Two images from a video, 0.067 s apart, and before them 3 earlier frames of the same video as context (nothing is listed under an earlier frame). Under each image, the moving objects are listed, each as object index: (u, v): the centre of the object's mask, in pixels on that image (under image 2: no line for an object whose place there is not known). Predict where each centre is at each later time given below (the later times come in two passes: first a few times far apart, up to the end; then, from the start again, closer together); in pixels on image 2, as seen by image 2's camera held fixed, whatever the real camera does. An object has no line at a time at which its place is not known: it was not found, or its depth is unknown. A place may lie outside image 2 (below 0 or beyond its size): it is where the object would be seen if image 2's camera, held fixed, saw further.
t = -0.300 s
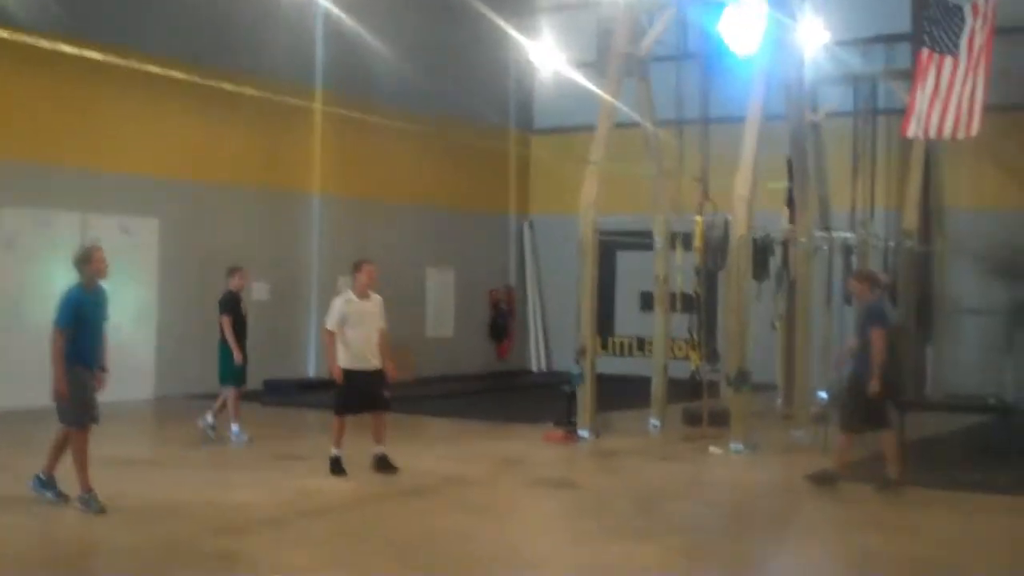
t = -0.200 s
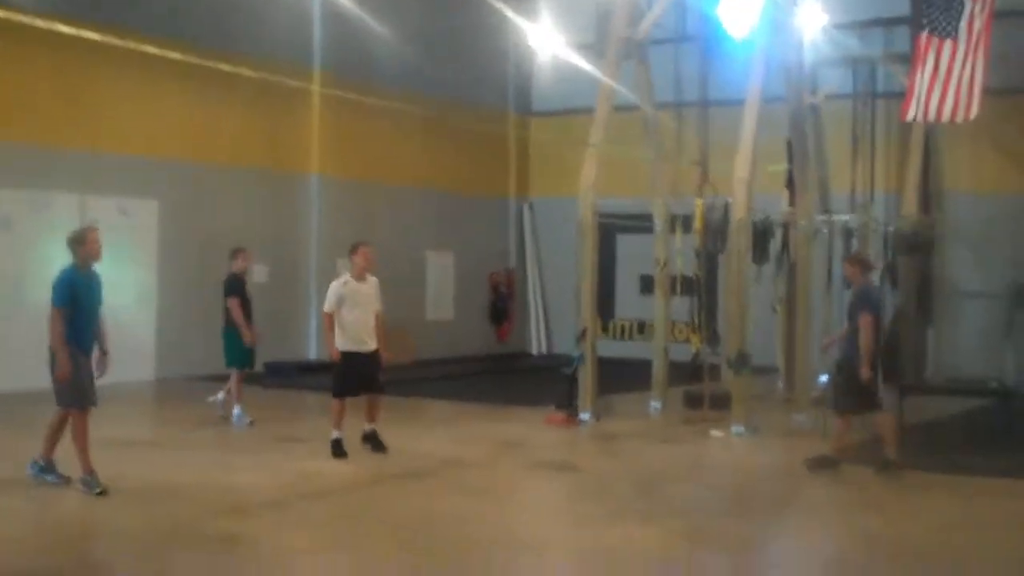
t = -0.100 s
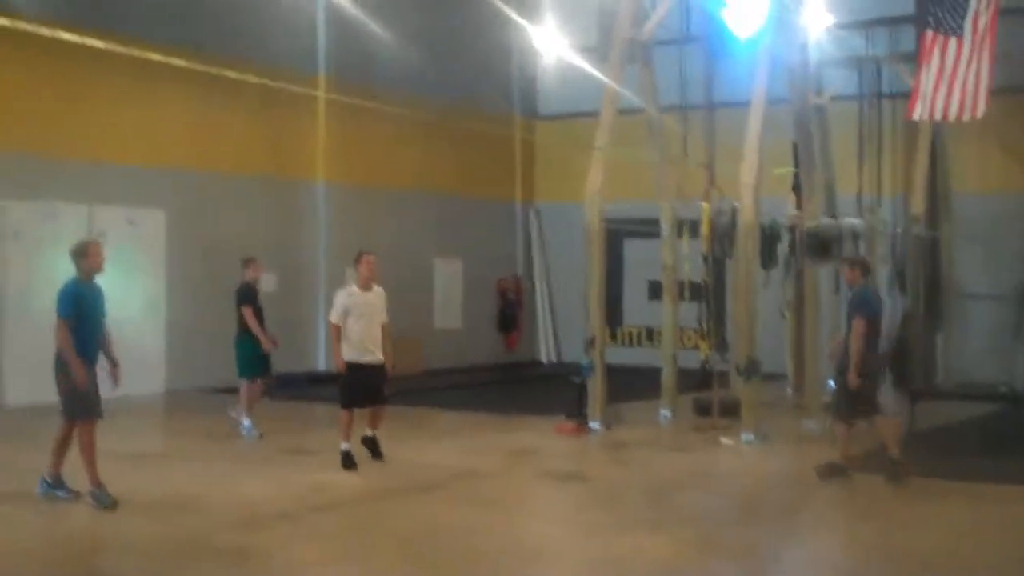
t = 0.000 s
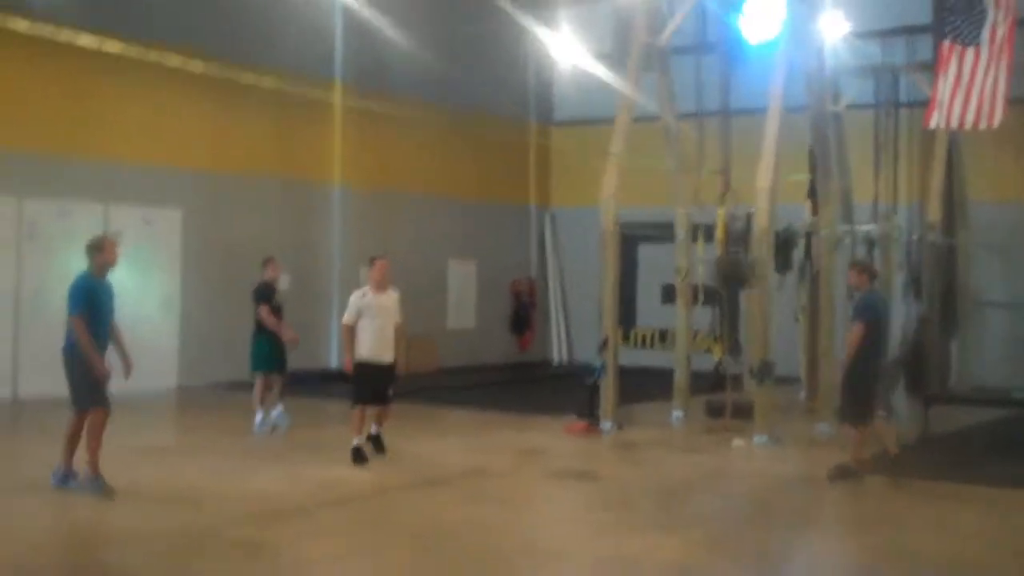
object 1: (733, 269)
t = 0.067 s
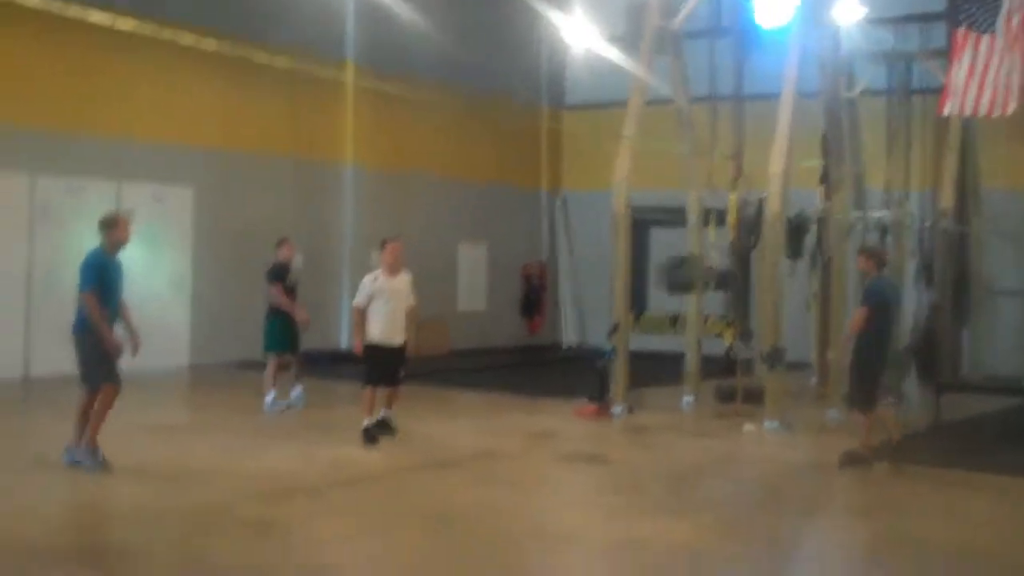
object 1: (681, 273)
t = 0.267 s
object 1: (491, 370)
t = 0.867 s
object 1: (212, 428)
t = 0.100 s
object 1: (651, 288)
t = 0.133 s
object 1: (618, 301)
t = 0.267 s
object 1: (491, 370)
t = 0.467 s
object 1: (347, 449)
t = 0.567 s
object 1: (311, 425)
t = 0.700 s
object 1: (268, 409)
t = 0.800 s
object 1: (234, 416)
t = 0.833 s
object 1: (222, 421)
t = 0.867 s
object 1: (212, 428)
